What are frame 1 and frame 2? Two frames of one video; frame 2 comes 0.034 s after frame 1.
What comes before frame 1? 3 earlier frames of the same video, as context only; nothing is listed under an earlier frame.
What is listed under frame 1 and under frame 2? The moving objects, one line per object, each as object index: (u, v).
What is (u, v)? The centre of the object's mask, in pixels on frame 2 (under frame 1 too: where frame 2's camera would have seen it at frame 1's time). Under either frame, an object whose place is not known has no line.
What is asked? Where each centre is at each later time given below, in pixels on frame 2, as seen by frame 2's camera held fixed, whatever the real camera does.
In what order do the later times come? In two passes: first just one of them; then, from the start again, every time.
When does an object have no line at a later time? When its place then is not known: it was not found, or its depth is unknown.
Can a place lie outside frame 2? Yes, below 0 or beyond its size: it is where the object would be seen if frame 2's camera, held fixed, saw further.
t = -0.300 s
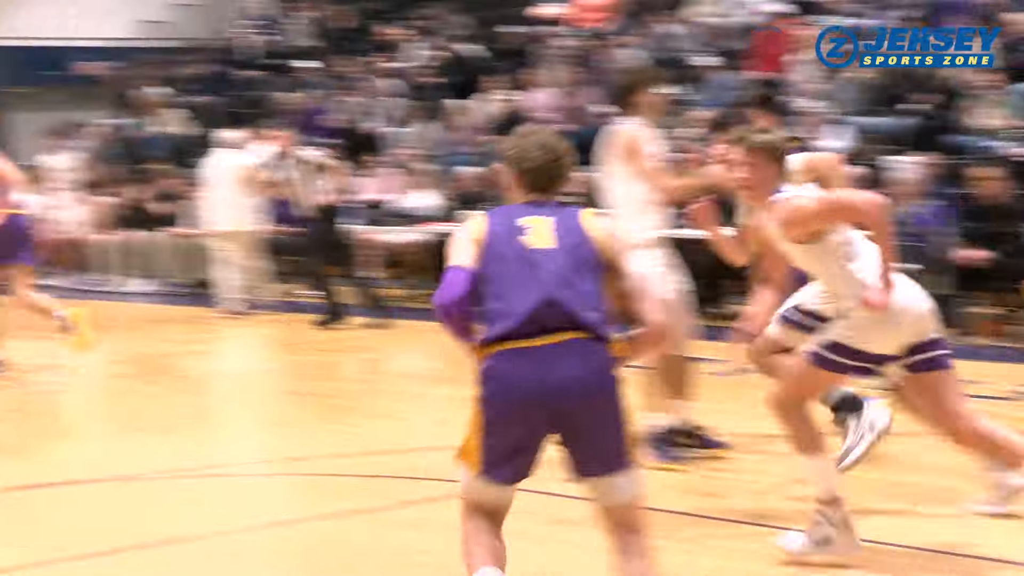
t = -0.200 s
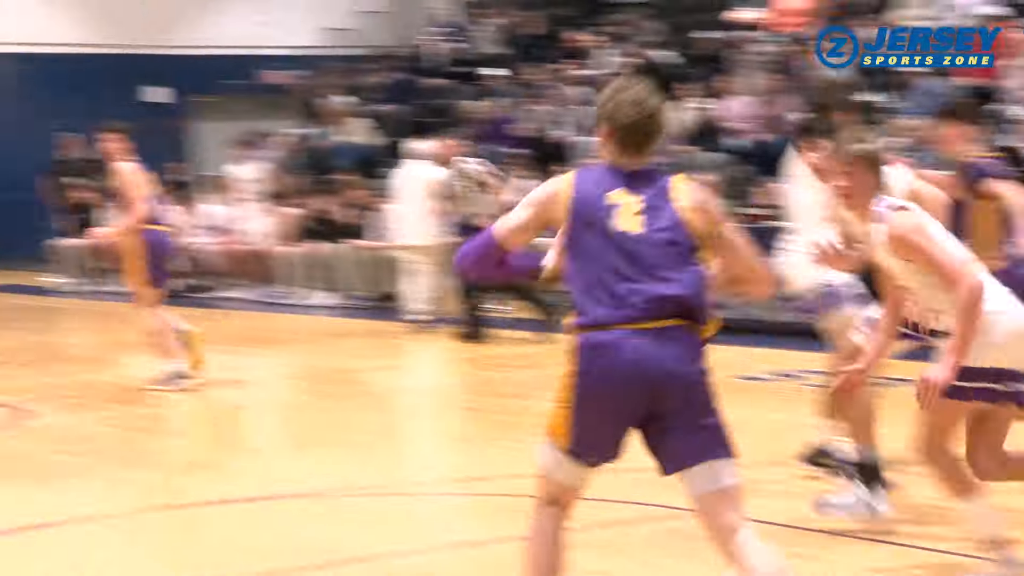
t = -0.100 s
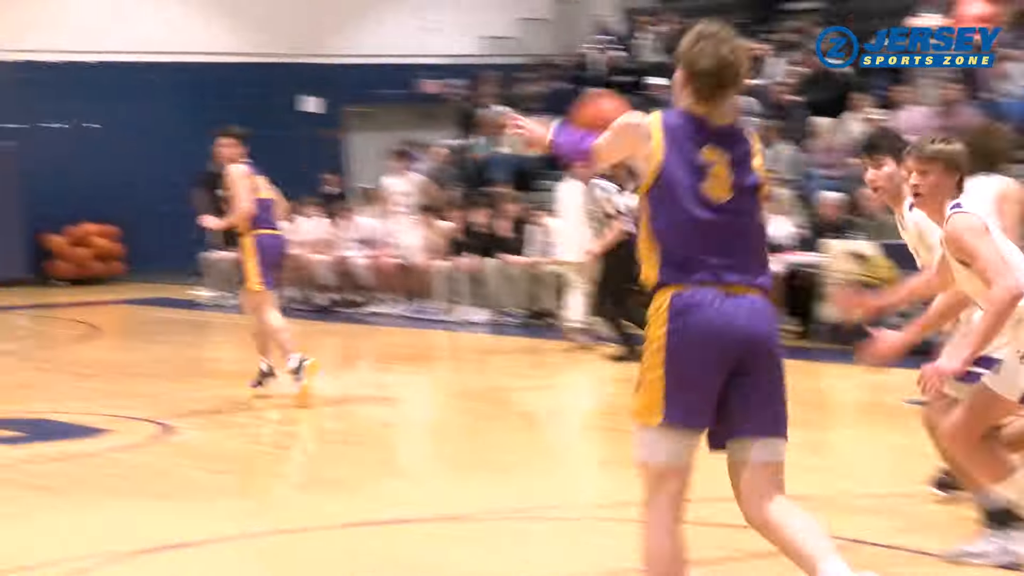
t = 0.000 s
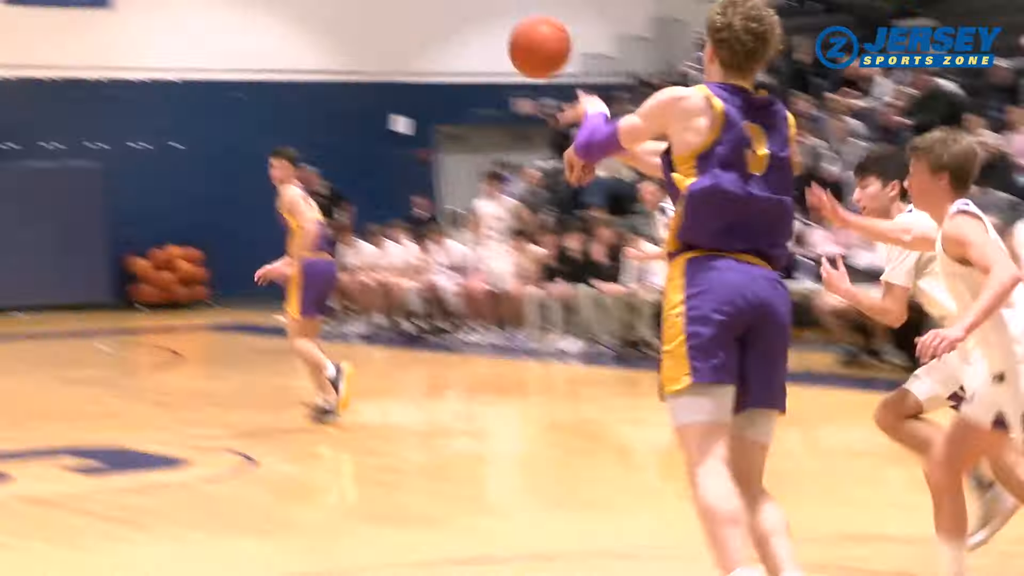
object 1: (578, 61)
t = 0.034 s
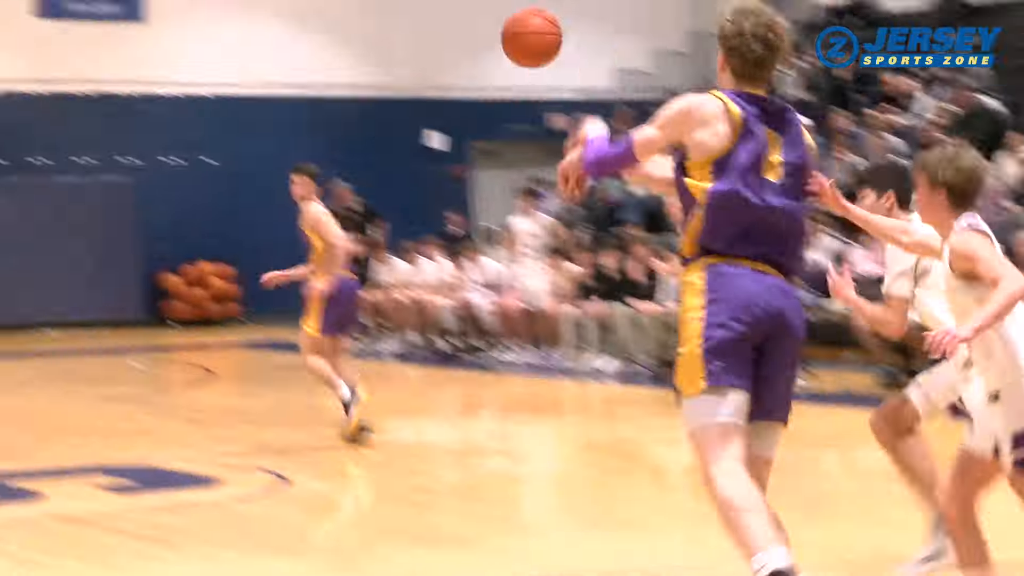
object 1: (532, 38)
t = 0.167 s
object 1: (391, -28)
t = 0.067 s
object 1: (490, 17)
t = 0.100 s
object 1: (453, 0)
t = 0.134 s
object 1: (420, -17)
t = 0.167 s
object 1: (391, -28)
